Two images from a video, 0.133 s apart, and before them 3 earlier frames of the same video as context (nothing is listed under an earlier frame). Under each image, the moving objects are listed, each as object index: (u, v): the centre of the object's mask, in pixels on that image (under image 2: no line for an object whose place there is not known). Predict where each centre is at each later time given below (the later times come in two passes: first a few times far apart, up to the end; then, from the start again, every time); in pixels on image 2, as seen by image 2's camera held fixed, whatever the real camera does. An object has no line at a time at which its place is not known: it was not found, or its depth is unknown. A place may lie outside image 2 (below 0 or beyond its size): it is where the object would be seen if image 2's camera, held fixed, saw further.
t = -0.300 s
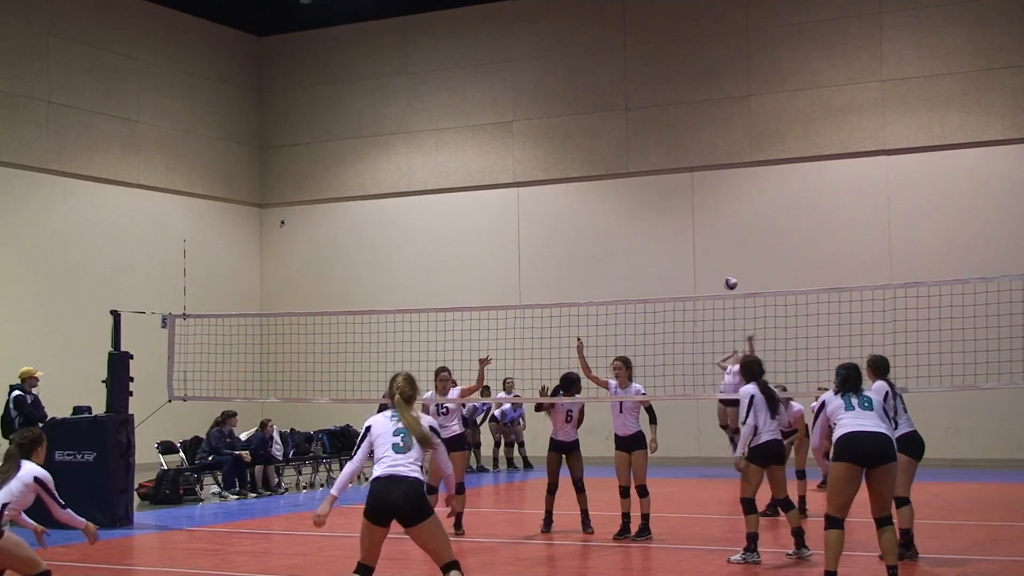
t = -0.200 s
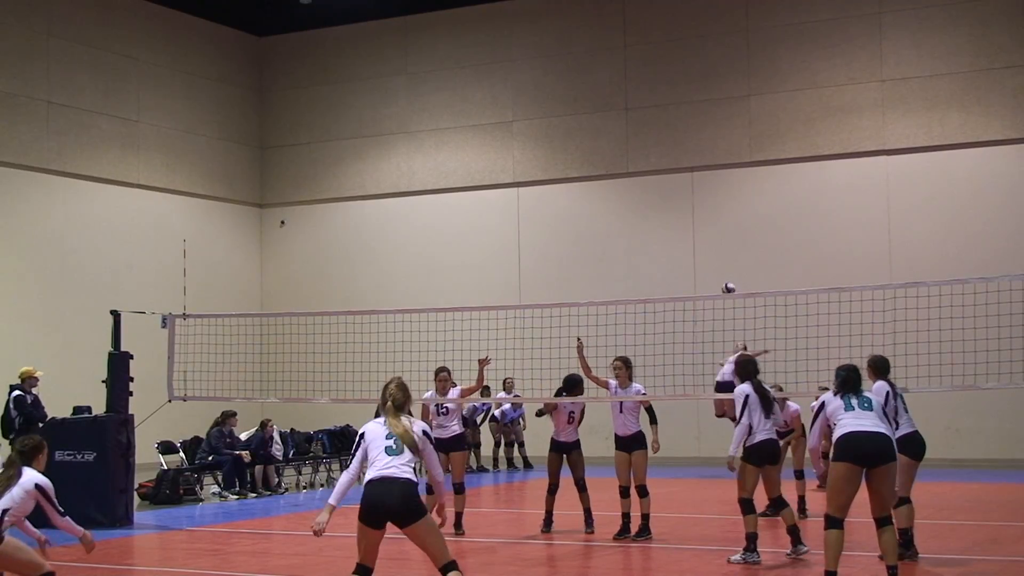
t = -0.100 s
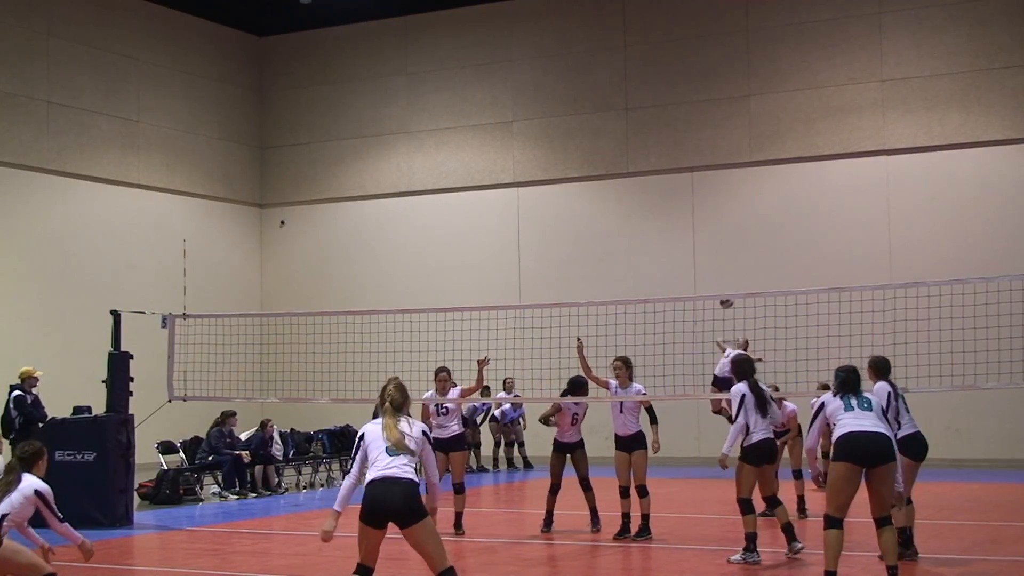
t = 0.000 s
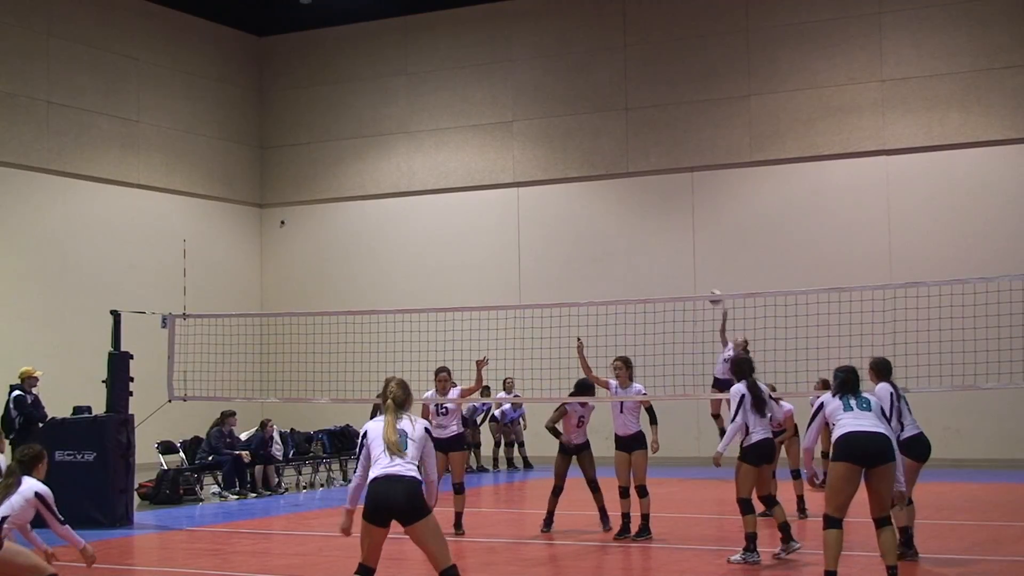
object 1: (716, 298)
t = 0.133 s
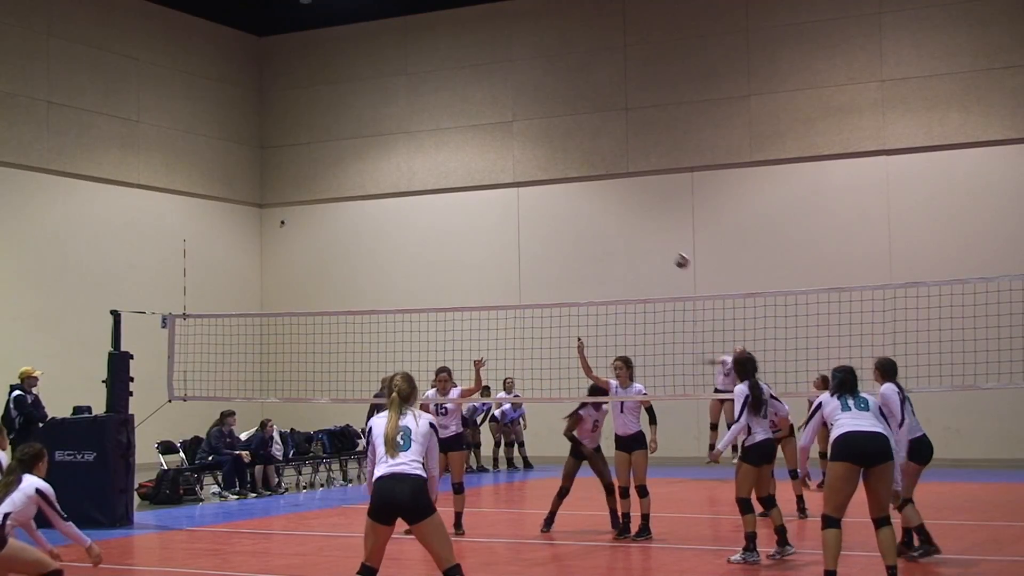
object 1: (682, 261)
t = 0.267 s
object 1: (639, 232)
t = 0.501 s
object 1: (552, 211)
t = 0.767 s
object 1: (430, 250)
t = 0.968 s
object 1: (308, 340)
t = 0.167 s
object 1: (671, 253)
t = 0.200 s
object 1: (661, 246)
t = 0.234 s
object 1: (651, 239)
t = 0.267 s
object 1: (639, 232)
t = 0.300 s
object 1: (628, 227)
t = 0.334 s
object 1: (616, 222)
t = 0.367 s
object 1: (603, 218)
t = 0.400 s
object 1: (591, 215)
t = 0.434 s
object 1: (578, 213)
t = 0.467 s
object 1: (565, 211)
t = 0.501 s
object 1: (552, 211)
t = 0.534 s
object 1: (539, 212)
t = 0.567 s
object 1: (525, 214)
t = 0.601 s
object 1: (510, 217)
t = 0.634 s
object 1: (496, 221)
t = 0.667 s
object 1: (480, 226)
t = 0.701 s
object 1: (464, 233)
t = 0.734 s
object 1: (448, 240)
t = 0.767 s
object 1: (430, 250)
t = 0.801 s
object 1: (412, 260)
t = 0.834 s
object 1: (394, 273)
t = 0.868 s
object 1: (373, 286)
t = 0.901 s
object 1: (353, 301)
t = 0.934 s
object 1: (330, 319)
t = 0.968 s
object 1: (308, 340)
